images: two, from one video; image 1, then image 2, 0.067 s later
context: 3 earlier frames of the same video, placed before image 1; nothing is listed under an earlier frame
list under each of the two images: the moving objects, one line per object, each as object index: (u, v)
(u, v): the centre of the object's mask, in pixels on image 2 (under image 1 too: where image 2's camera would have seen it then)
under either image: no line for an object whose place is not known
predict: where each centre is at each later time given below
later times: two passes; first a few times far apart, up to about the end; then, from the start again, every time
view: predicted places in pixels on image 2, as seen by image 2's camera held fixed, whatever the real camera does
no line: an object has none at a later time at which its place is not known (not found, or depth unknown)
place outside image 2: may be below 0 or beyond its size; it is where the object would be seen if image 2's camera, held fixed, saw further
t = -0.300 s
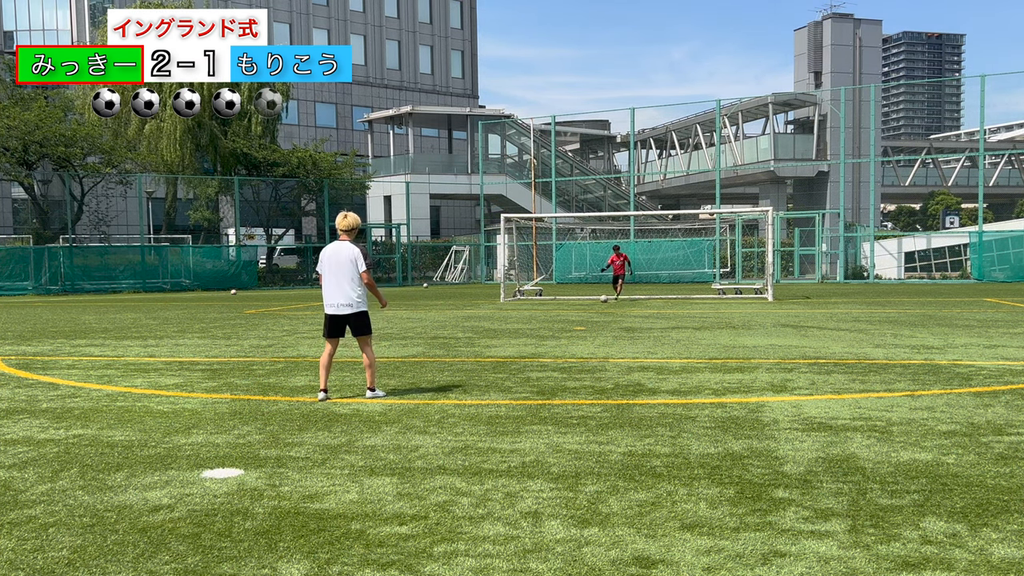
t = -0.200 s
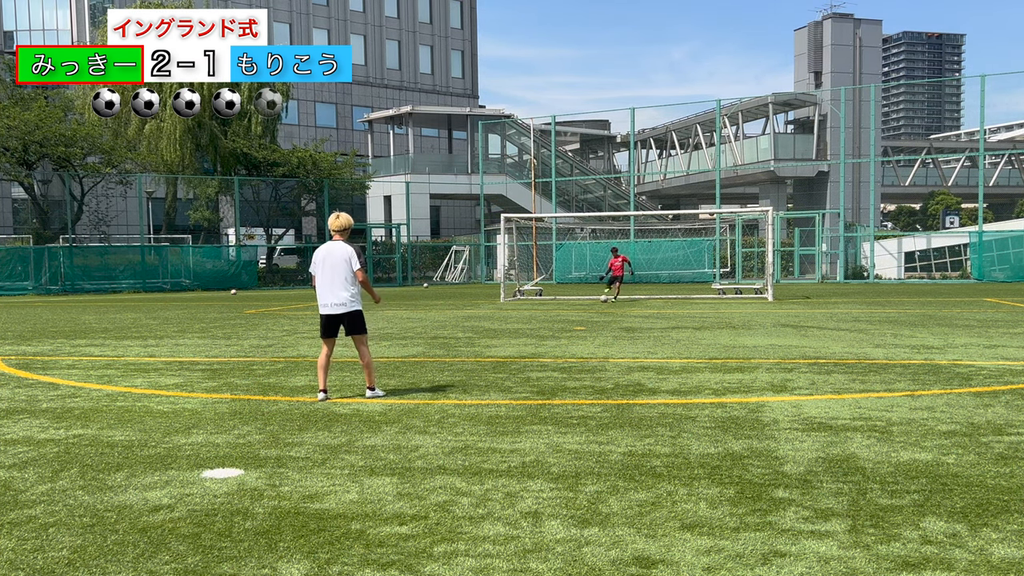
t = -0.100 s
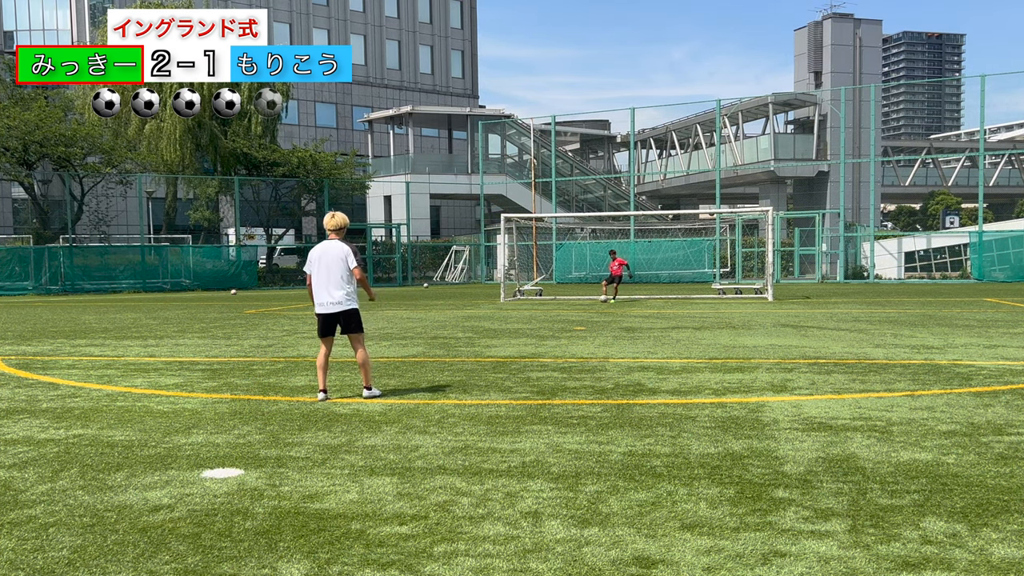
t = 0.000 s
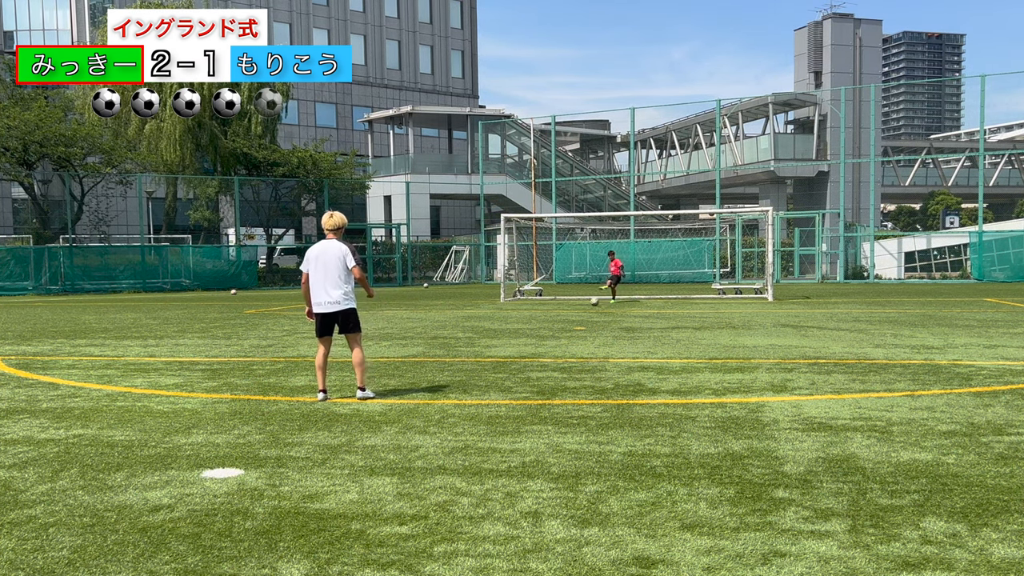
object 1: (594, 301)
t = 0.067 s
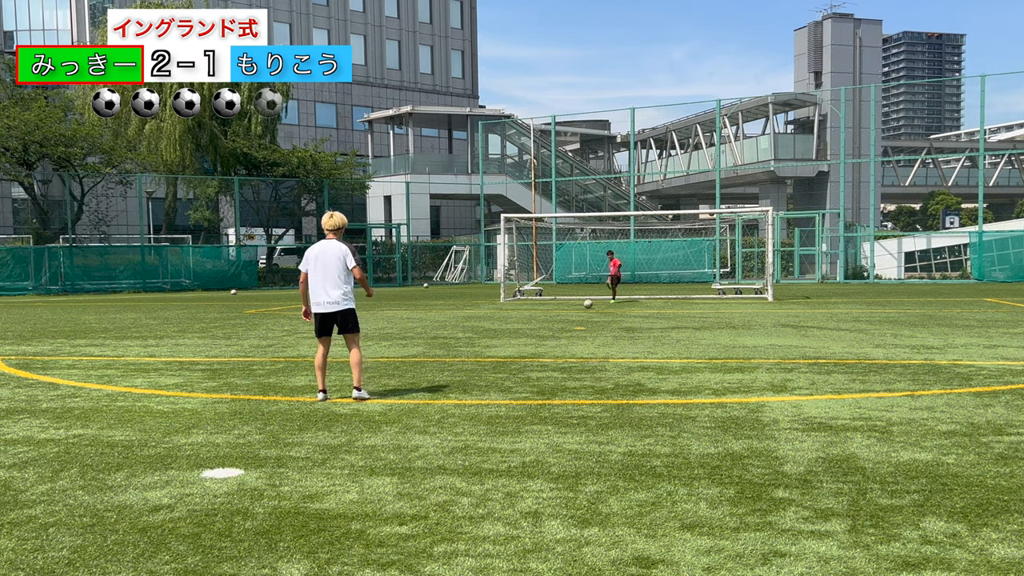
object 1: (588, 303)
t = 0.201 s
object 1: (575, 308)
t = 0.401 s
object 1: (553, 316)
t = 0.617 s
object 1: (527, 325)
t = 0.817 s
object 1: (500, 337)
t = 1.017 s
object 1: (472, 343)
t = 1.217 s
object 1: (437, 355)
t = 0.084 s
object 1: (586, 303)
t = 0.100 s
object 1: (584, 304)
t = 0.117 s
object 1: (583, 304)
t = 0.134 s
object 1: (581, 305)
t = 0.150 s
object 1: (579, 306)
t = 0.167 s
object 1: (578, 306)
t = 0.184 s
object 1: (576, 307)
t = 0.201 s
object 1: (575, 308)
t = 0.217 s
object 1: (573, 309)
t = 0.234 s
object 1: (571, 309)
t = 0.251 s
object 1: (569, 309)
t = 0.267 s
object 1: (567, 309)
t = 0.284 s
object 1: (566, 310)
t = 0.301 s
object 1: (564, 310)
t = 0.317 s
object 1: (563, 311)
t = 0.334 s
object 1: (561, 311)
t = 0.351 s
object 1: (559, 313)
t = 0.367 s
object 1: (557, 314)
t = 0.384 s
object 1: (555, 315)
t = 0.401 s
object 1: (553, 316)
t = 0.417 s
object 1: (551, 316)
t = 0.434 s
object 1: (549, 316)
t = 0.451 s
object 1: (548, 317)
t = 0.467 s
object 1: (546, 317)
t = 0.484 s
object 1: (544, 317)
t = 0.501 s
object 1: (542, 318)
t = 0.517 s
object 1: (539, 319)
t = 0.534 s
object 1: (537, 320)
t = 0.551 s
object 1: (535, 321)
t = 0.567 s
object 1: (533, 323)
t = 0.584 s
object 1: (531, 324)
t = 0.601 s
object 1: (529, 325)
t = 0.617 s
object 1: (527, 325)
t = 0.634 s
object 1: (525, 325)
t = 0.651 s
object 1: (523, 325)
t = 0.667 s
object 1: (521, 325)
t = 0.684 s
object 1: (518, 326)
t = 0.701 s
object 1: (517, 327)
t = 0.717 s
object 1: (514, 328)
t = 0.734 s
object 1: (512, 329)
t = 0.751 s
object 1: (510, 330)
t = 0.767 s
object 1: (508, 332)
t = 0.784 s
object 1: (505, 334)
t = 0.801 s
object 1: (503, 336)
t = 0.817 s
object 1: (500, 337)
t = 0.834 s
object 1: (498, 336)
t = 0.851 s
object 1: (496, 336)
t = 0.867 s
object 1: (494, 335)
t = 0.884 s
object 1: (491, 335)
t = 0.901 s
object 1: (489, 335)
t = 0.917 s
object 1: (487, 336)
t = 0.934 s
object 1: (484, 336)
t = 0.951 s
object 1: (482, 337)
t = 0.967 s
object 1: (480, 338)
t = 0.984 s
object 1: (477, 339)
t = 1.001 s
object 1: (475, 341)
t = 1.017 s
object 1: (472, 343)
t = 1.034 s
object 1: (470, 345)
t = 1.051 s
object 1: (467, 347)
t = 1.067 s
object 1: (464, 350)
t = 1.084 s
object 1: (461, 353)
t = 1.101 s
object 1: (459, 354)
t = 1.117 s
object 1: (456, 354)
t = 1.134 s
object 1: (453, 354)
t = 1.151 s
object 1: (450, 353)
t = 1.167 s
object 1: (447, 353)
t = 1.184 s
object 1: (444, 353)
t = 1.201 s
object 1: (440, 354)
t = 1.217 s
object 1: (437, 355)
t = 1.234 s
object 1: (434, 356)
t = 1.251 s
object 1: (430, 357)
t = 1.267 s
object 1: (427, 359)
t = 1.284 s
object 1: (423, 361)
